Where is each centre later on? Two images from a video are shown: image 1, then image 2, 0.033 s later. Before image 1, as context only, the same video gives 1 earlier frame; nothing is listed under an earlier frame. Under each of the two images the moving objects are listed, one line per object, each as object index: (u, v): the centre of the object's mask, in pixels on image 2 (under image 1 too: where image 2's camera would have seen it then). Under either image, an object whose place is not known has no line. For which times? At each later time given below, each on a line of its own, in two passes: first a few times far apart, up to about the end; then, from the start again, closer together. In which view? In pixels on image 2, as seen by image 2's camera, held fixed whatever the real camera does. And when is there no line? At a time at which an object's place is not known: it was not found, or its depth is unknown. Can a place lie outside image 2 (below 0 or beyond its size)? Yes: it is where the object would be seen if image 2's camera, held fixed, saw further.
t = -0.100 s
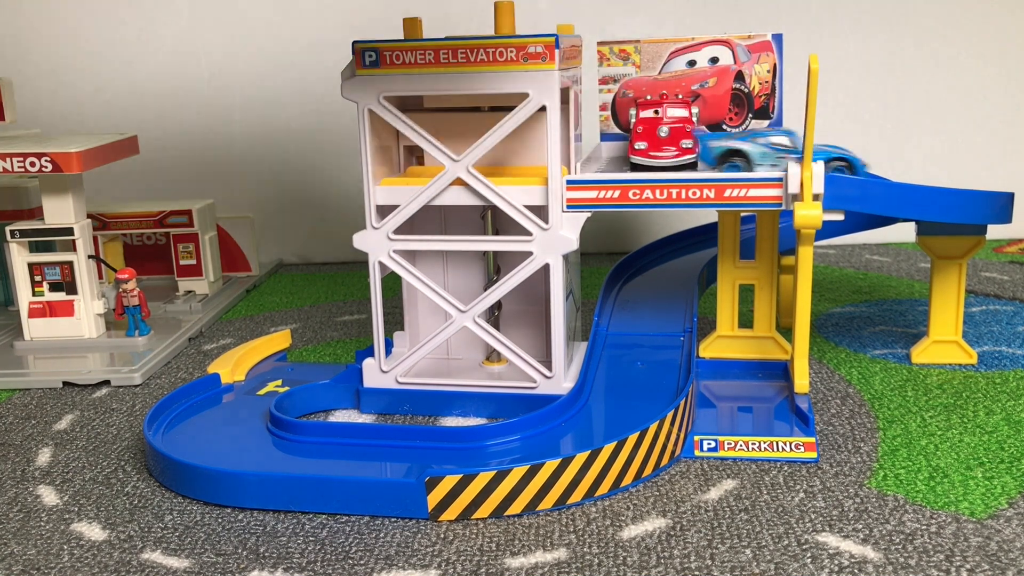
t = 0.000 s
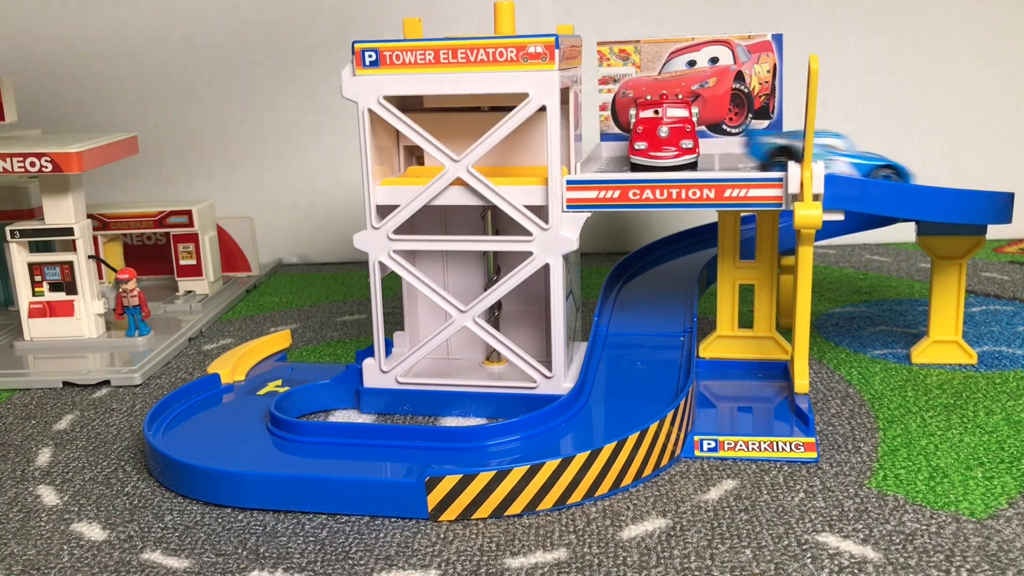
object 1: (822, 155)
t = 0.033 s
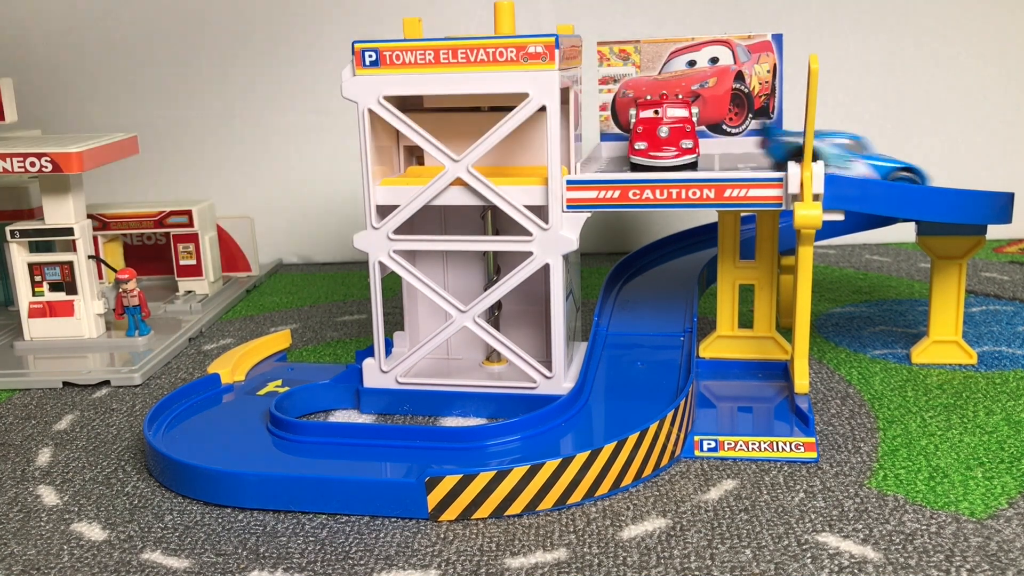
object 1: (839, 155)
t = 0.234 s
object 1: (931, 165)
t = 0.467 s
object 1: (915, 173)
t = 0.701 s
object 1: (649, 274)
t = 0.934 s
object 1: (506, 435)
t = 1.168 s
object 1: (205, 410)
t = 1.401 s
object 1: (295, 353)
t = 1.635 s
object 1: (334, 335)
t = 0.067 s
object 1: (854, 155)
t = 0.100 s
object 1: (875, 158)
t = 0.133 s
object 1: (884, 159)
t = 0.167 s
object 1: (899, 161)
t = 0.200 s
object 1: (915, 163)
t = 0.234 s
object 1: (931, 165)
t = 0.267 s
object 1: (944, 167)
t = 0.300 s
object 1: (957, 168)
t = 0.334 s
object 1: (961, 170)
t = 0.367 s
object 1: (955, 171)
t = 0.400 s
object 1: (946, 172)
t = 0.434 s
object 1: (931, 173)
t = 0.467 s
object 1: (915, 173)
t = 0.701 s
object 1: (649, 274)
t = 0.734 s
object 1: (642, 300)
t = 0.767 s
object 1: (640, 321)
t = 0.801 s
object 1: (637, 348)
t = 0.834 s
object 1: (628, 372)
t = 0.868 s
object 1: (600, 399)
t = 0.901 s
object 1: (562, 419)
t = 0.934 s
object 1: (506, 435)
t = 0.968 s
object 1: (440, 442)
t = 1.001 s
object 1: (376, 444)
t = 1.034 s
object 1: (322, 442)
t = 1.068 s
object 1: (269, 437)
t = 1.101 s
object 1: (236, 429)
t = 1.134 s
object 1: (218, 419)
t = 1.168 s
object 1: (205, 410)
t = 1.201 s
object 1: (208, 399)
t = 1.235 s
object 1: (220, 388)
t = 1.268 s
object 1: (234, 380)
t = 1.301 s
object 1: (252, 372)
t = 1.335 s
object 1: (271, 365)
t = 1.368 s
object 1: (286, 358)
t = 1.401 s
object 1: (295, 353)
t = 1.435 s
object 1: (303, 349)
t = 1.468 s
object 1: (313, 343)
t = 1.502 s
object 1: (319, 339)
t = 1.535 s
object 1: (323, 337)
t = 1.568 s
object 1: (326, 336)
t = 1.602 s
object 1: (330, 336)
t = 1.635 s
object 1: (334, 335)
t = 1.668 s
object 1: (338, 332)
